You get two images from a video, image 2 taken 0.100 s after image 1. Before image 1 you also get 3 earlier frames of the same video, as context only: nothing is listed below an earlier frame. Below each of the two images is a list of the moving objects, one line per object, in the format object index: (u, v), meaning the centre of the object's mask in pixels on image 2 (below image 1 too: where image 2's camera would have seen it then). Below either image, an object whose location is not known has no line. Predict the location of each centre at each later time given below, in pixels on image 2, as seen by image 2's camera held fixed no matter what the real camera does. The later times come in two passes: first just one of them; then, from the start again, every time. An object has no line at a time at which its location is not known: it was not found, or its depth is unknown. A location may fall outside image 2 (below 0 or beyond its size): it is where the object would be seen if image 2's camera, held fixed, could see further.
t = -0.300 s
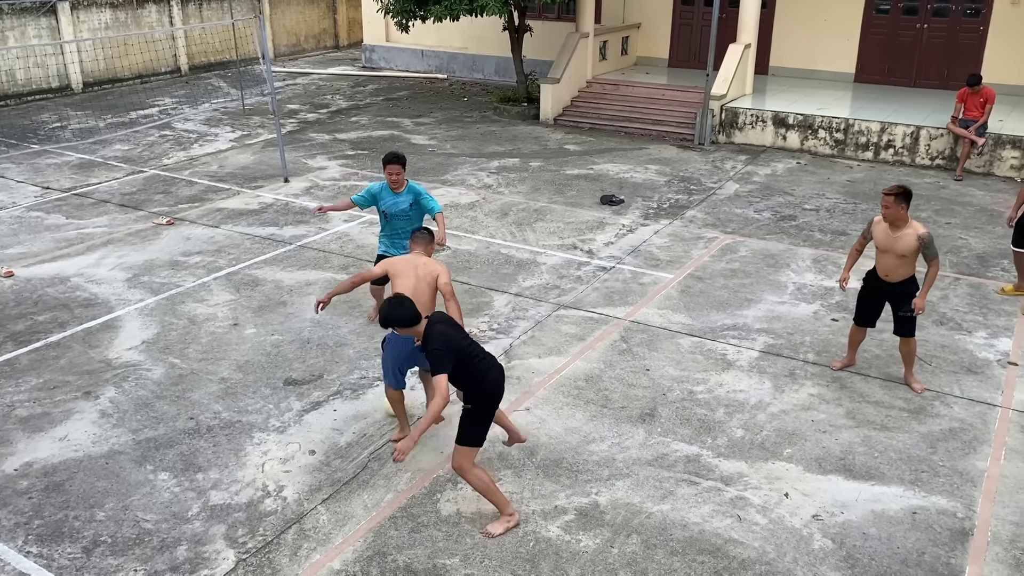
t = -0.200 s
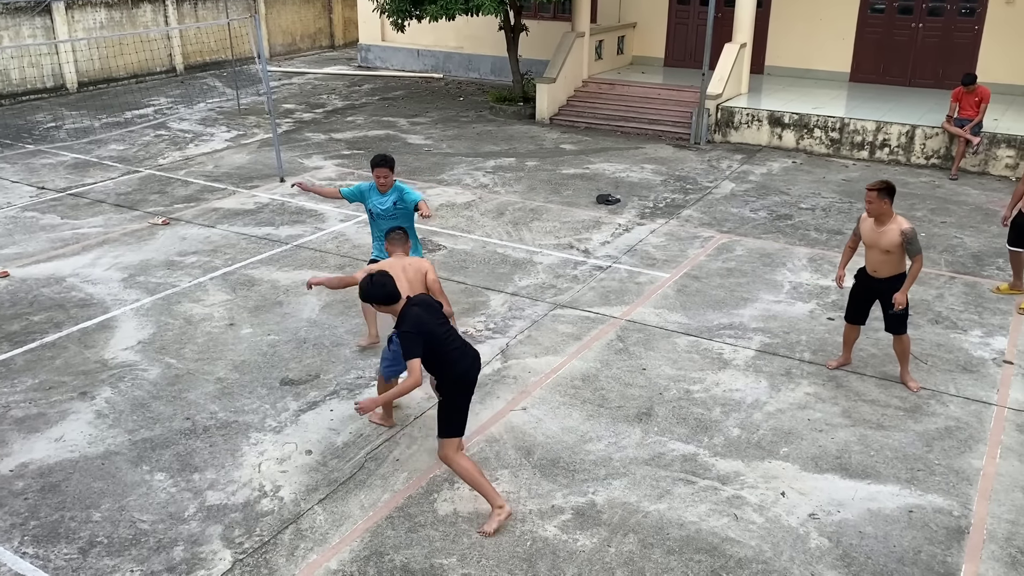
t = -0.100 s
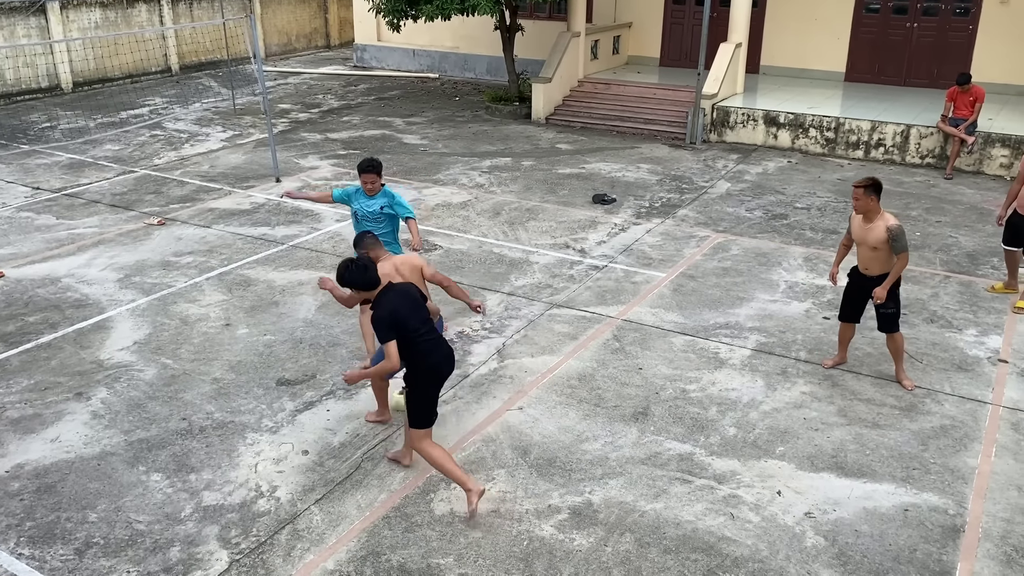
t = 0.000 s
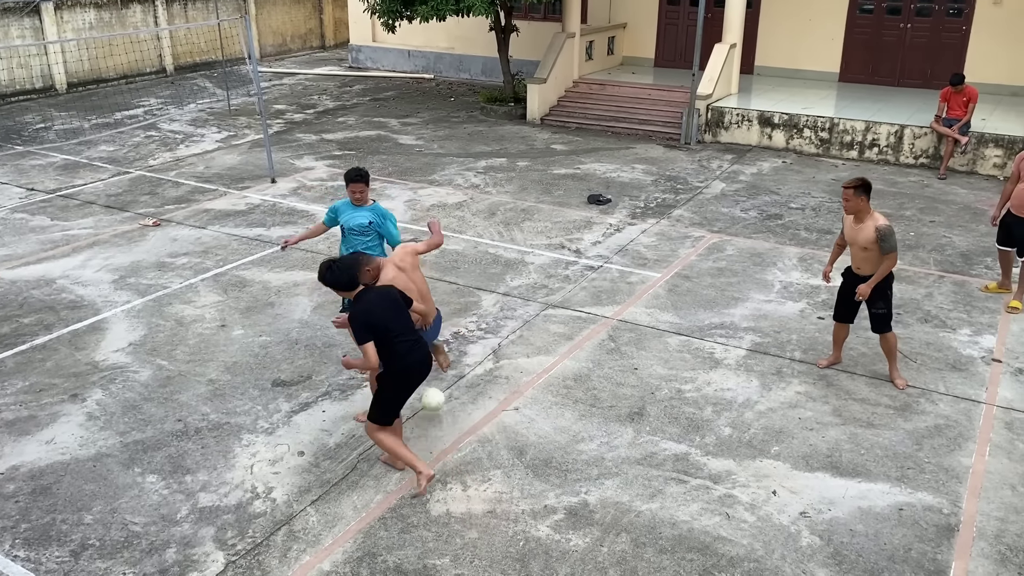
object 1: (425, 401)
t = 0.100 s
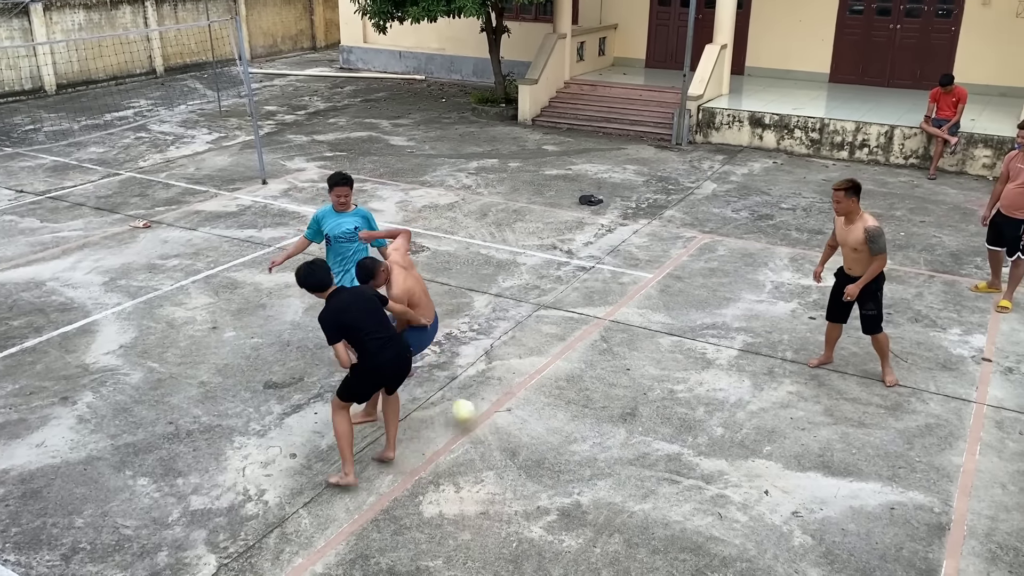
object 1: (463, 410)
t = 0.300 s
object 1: (535, 428)
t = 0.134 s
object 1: (476, 418)
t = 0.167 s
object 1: (489, 425)
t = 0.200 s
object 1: (500, 424)
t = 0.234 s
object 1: (513, 424)
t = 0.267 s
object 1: (524, 425)
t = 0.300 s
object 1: (535, 428)
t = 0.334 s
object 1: (548, 432)
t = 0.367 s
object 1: (560, 438)
